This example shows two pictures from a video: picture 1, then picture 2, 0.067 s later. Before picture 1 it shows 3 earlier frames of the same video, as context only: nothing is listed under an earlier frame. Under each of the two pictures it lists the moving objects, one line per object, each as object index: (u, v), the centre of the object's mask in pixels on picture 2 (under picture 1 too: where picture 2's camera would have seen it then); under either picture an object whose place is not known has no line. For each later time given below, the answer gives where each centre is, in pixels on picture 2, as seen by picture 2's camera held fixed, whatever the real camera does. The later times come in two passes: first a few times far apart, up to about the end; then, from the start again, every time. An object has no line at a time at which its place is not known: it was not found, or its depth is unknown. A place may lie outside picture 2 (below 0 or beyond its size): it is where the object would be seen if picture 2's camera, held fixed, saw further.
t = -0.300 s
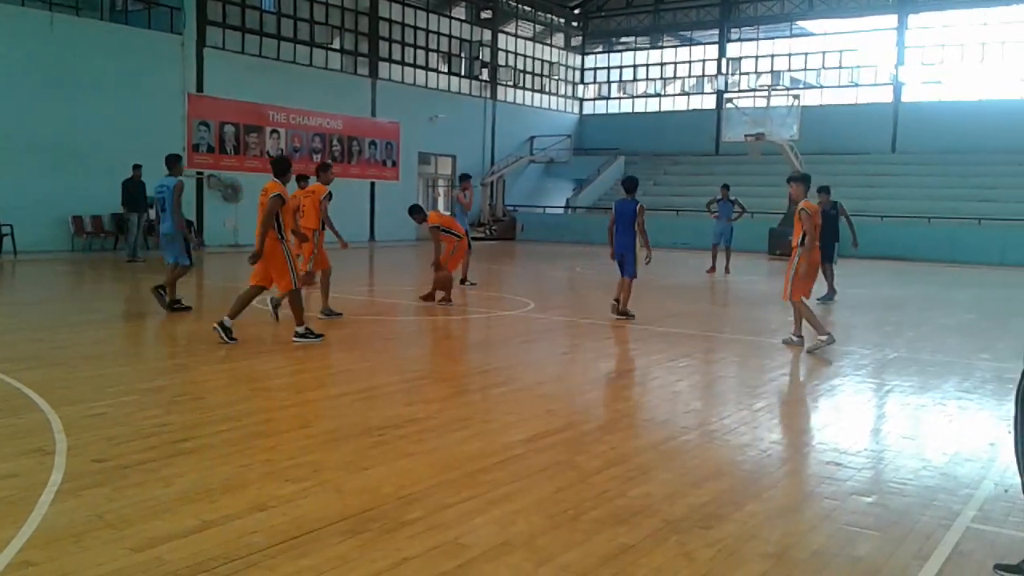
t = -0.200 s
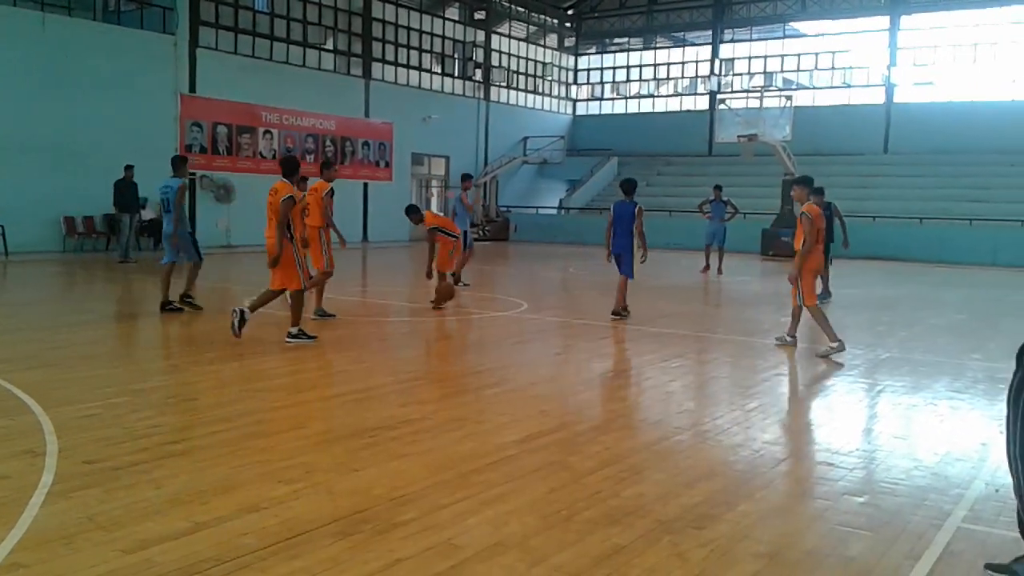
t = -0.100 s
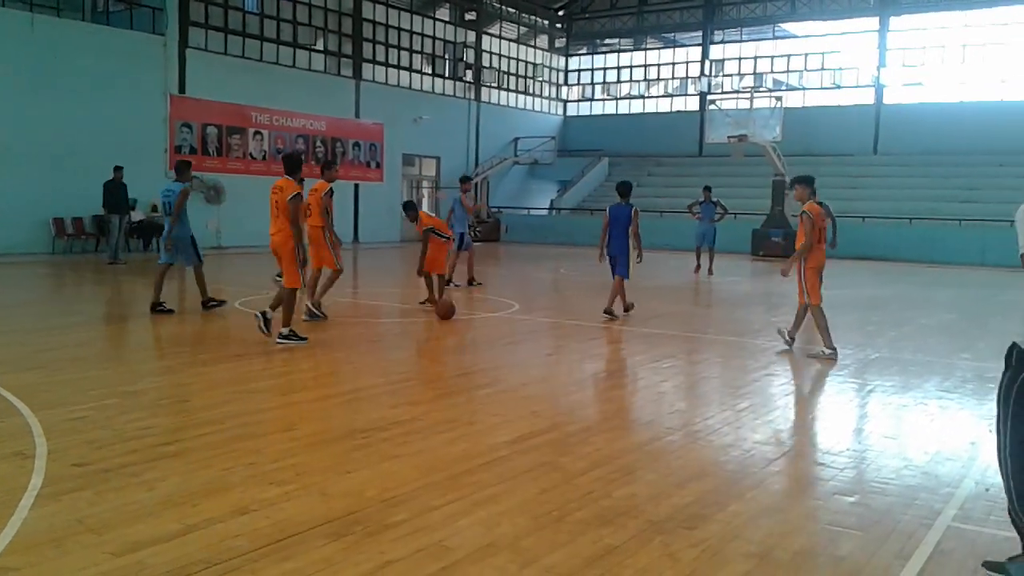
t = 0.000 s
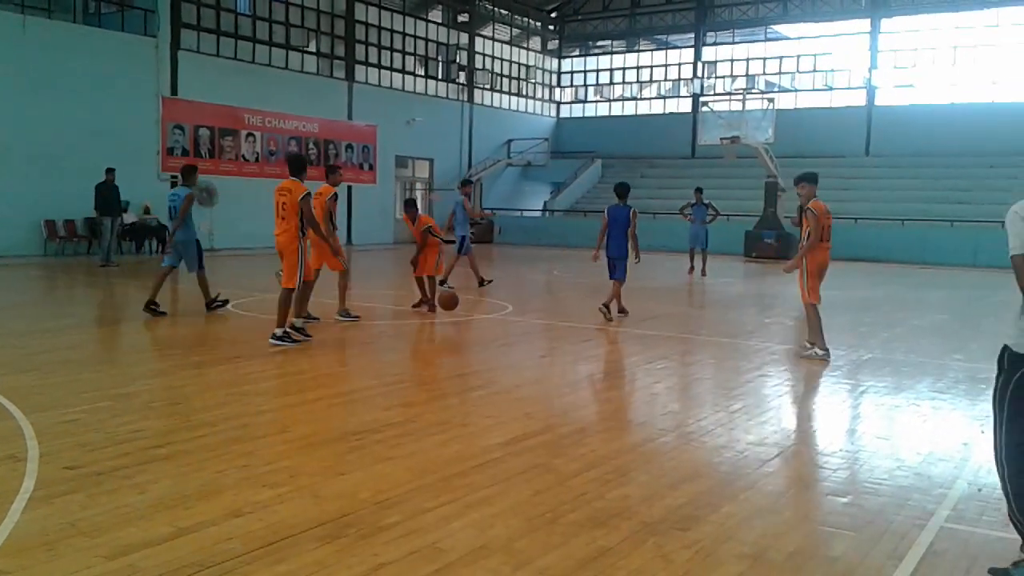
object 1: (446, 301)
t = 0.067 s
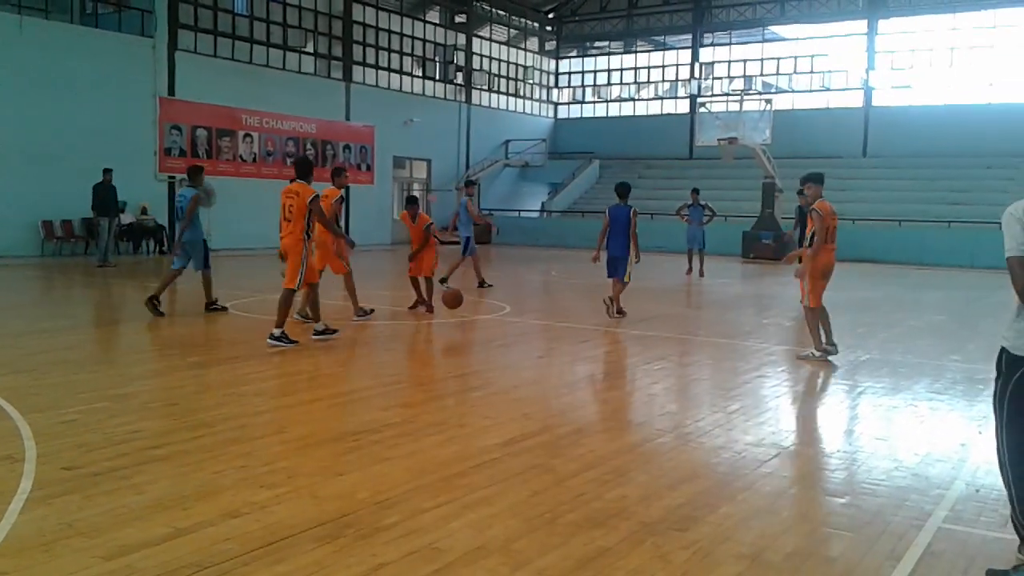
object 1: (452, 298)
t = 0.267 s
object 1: (472, 313)
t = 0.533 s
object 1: (505, 317)
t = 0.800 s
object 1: (537, 325)
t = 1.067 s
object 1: (572, 335)
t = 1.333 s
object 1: (610, 349)
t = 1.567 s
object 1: (648, 354)
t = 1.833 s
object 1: (695, 366)
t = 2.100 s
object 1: (748, 376)
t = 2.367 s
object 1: (807, 388)
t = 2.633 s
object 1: (872, 401)
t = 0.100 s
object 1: (456, 298)
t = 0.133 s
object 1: (459, 299)
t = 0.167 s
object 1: (462, 302)
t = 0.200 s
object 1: (466, 305)
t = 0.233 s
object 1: (469, 308)
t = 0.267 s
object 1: (472, 313)
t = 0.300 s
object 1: (476, 320)
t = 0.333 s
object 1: (479, 317)
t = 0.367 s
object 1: (482, 314)
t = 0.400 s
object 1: (486, 312)
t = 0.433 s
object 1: (490, 311)
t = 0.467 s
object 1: (497, 312)
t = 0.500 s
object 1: (501, 314)
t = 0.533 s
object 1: (505, 317)
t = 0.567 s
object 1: (508, 321)
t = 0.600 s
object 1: (512, 326)
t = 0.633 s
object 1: (516, 327)
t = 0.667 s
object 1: (520, 324)
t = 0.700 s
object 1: (524, 323)
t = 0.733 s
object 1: (528, 323)
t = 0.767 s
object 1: (533, 323)
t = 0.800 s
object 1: (537, 325)
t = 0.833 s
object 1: (541, 328)
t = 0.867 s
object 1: (545, 332)
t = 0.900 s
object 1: (550, 336)
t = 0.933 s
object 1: (554, 333)
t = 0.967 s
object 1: (558, 332)
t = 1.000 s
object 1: (563, 332)
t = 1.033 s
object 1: (567, 333)
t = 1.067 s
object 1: (572, 335)
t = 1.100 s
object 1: (577, 338)
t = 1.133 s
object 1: (581, 343)
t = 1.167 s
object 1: (586, 341)
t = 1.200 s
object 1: (591, 340)
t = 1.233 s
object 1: (596, 340)
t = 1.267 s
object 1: (601, 342)
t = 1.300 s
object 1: (606, 345)
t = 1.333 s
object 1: (610, 349)
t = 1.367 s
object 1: (616, 348)
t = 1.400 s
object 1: (621, 348)
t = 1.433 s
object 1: (626, 349)
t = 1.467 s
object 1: (632, 352)
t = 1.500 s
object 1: (637, 354)
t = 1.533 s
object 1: (642, 354)
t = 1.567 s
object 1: (648, 354)
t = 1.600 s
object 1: (654, 356)
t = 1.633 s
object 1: (659, 359)
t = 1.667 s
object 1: (665, 359)
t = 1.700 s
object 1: (671, 360)
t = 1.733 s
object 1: (677, 362)
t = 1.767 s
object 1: (683, 363)
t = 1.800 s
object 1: (689, 364)
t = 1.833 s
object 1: (695, 366)
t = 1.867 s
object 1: (701, 367)
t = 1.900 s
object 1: (708, 368)
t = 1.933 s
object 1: (714, 370)
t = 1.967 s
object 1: (721, 371)
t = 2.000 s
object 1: (727, 372)
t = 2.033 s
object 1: (734, 373)
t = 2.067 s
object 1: (741, 375)
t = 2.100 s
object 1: (748, 376)
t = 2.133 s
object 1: (754, 378)
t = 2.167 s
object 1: (761, 379)
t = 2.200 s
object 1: (769, 381)
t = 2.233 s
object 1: (776, 382)
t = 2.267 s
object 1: (784, 383)
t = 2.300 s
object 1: (791, 385)
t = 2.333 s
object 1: (799, 386)
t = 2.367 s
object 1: (807, 388)
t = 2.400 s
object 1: (814, 390)
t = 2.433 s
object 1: (822, 391)
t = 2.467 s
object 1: (830, 393)
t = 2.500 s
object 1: (838, 394)
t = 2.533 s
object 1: (847, 396)
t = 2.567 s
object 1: (855, 397)
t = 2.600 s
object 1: (863, 400)
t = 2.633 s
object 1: (872, 401)
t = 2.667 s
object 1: (880, 403)
